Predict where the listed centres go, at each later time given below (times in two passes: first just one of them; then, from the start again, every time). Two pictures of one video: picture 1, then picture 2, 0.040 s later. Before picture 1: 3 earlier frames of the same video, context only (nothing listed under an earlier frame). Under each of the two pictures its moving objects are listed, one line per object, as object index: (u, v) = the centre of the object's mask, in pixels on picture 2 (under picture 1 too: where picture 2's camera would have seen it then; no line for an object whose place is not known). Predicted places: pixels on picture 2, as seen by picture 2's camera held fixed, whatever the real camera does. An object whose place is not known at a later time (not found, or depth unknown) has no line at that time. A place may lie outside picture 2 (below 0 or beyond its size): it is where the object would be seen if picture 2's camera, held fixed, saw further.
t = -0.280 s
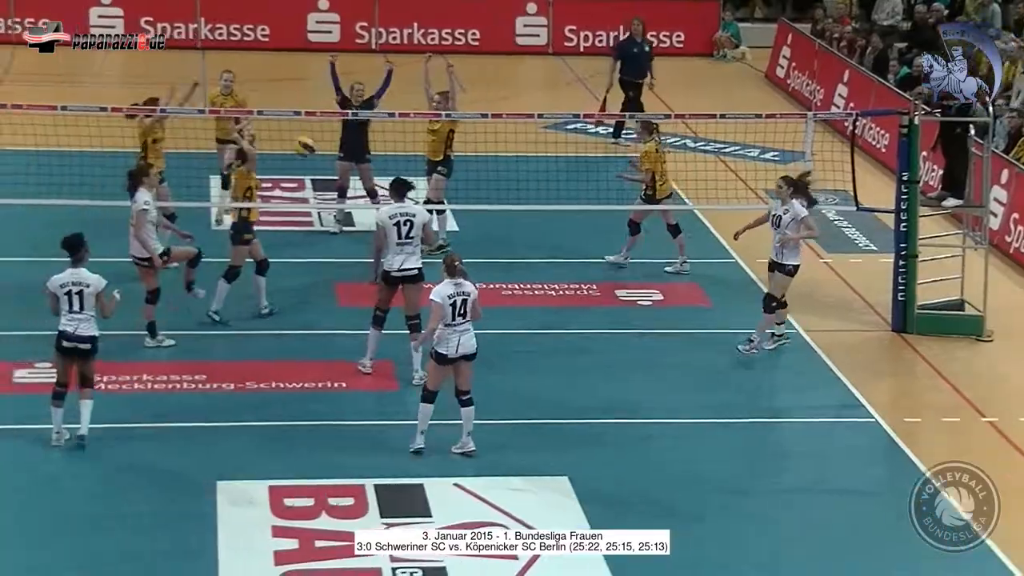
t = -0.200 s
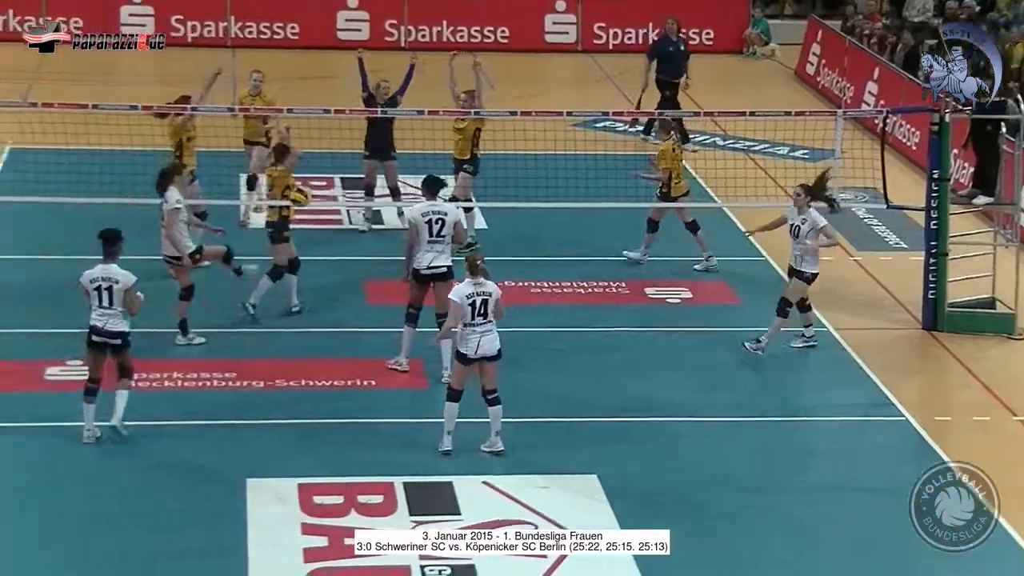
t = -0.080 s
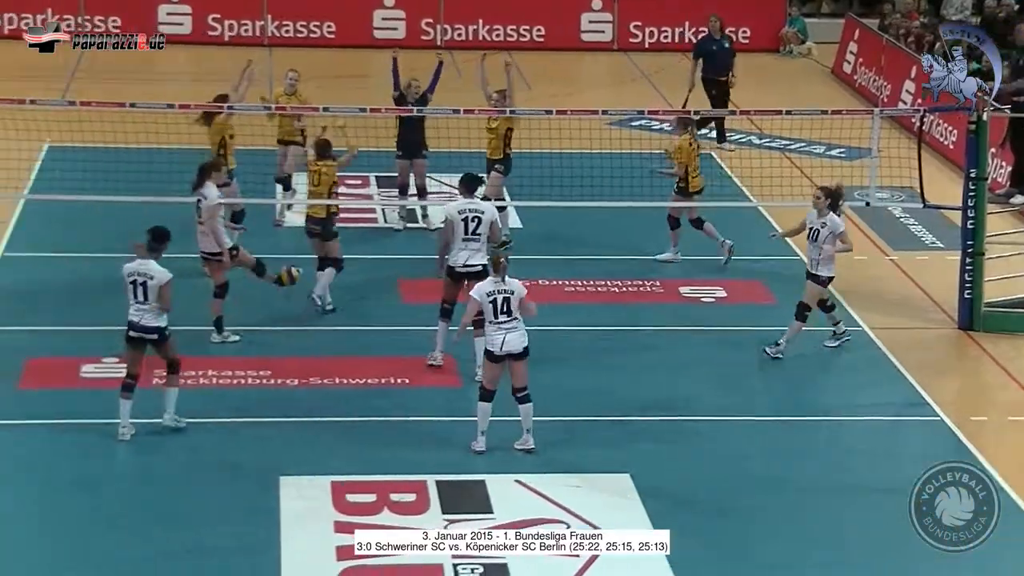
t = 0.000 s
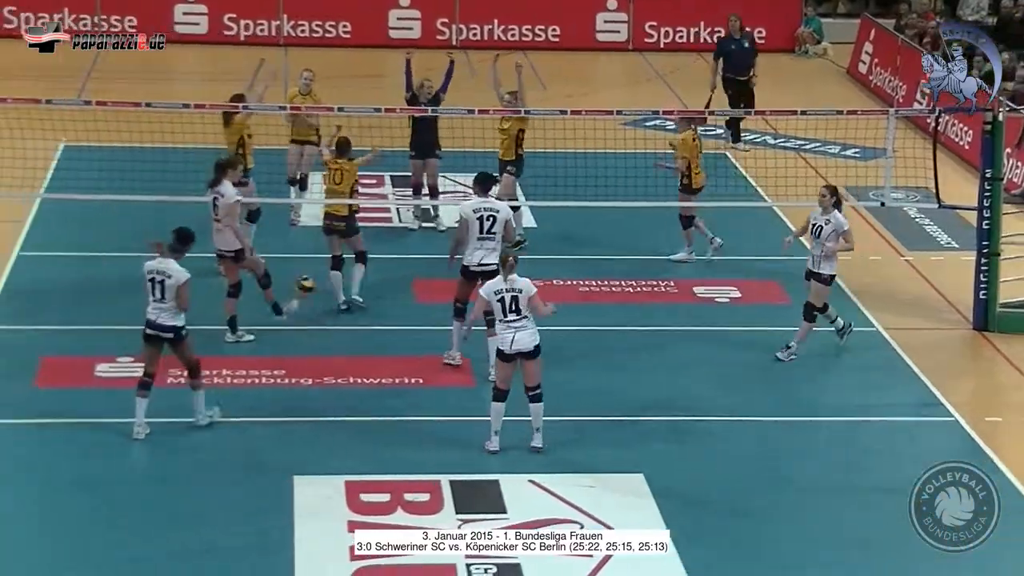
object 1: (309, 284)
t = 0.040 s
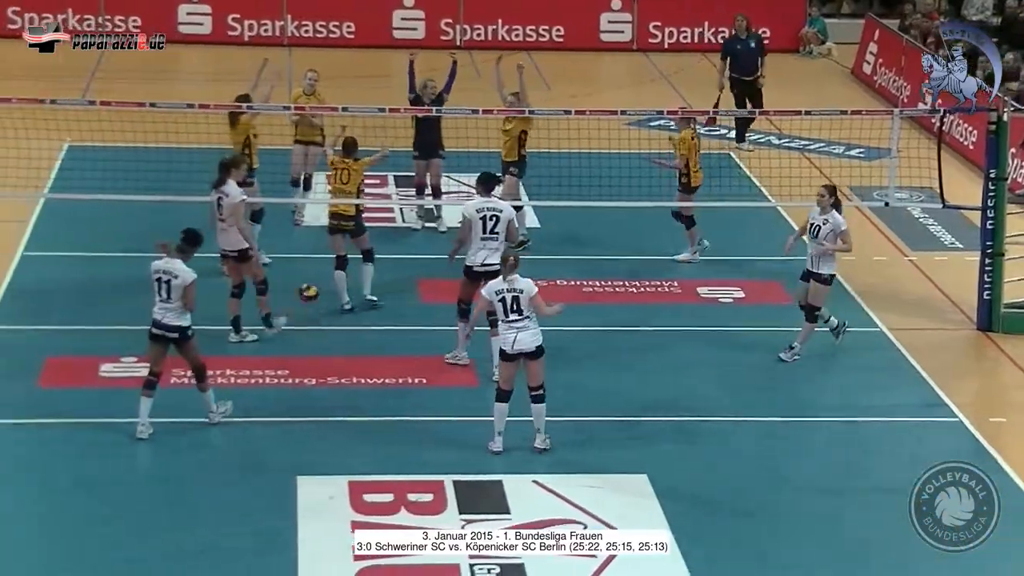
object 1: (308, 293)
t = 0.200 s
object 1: (308, 343)
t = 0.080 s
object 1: (308, 303)
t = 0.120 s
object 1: (307, 314)
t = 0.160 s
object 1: (307, 328)
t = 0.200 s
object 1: (308, 343)
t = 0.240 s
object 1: (307, 360)
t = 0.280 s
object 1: (306, 362)
